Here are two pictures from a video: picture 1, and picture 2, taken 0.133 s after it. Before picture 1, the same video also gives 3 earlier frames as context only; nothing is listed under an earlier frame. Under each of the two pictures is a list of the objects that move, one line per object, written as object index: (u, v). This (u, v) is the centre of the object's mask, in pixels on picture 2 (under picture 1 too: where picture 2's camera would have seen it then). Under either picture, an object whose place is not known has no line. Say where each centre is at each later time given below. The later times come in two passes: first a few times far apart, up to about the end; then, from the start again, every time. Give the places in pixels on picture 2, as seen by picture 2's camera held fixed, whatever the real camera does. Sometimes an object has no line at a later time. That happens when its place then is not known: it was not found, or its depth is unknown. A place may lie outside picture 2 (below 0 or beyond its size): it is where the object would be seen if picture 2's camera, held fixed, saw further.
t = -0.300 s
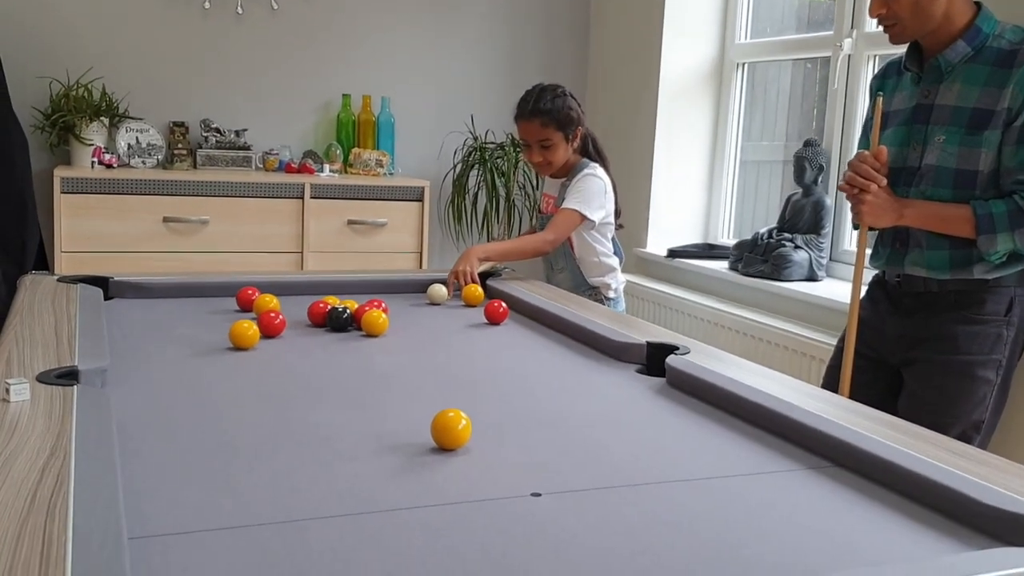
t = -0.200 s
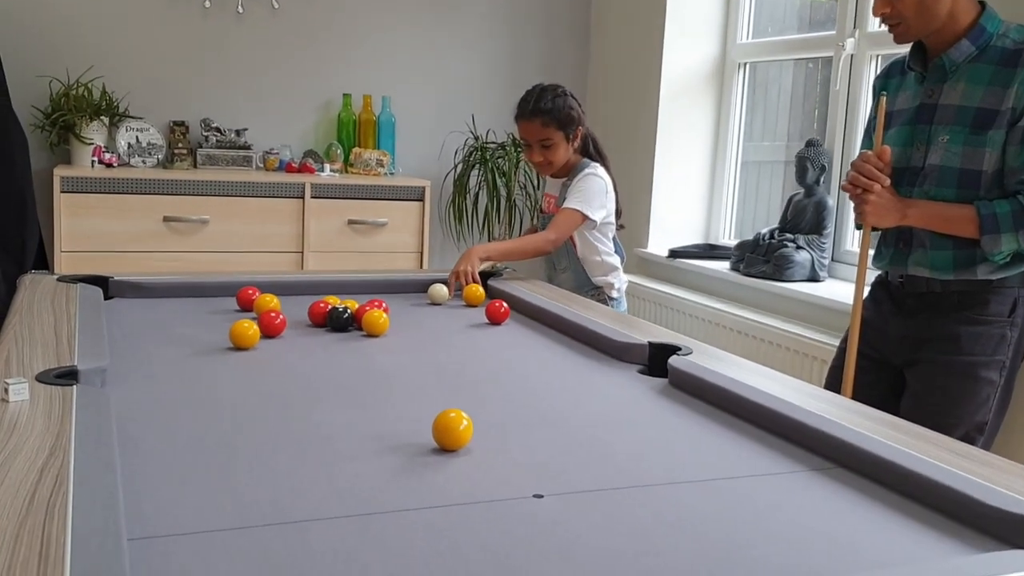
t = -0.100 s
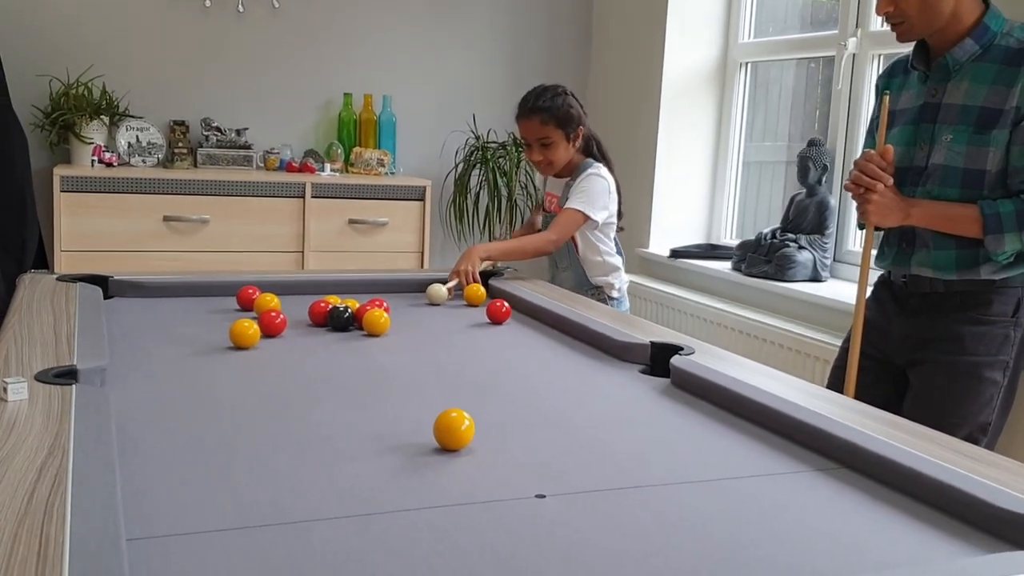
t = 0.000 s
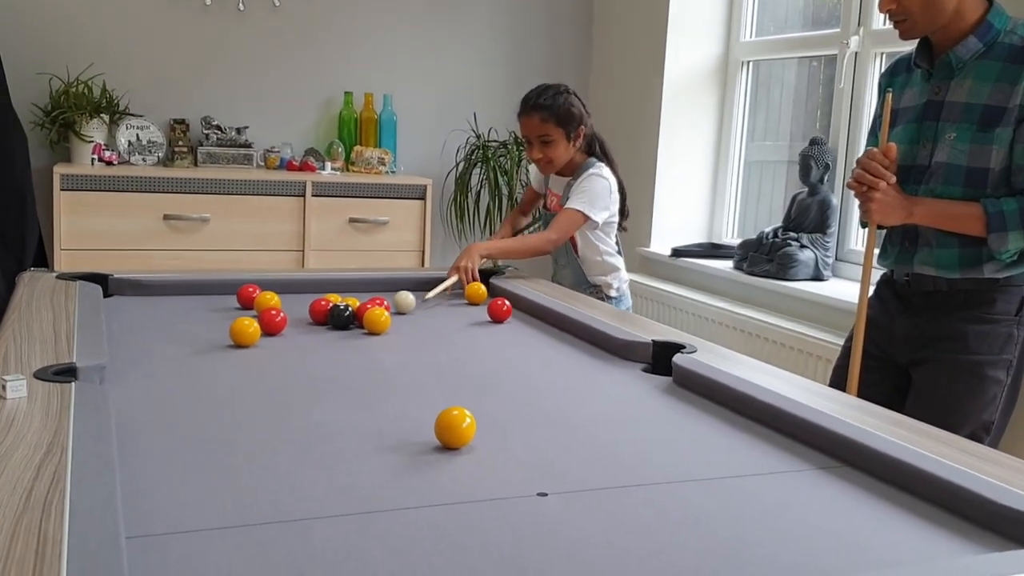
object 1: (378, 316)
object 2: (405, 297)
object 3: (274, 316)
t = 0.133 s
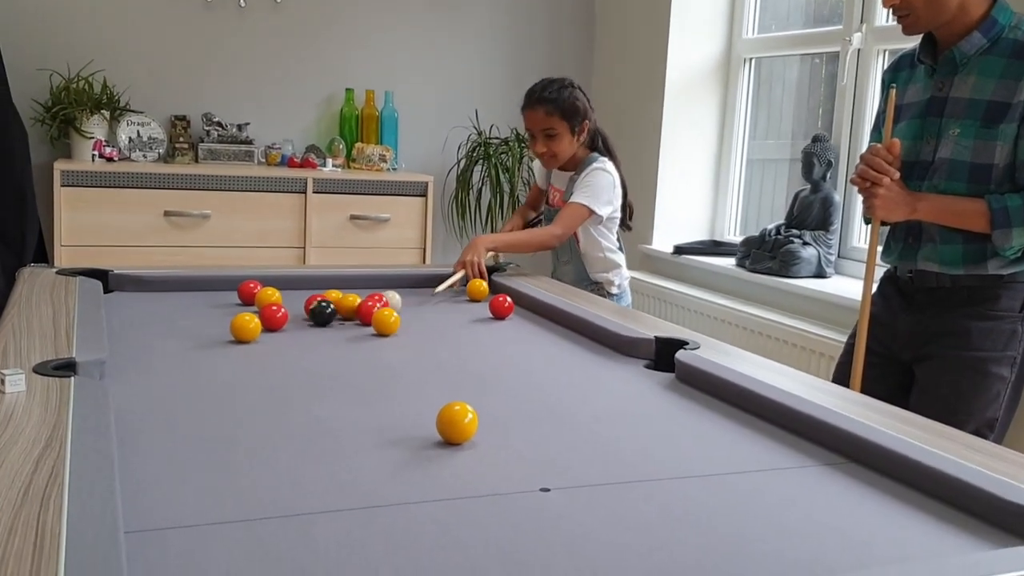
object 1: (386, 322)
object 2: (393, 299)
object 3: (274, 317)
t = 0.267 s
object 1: (397, 329)
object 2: (391, 301)
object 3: (272, 317)
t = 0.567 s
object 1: (425, 347)
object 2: (390, 300)
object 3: (231, 316)
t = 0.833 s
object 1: (451, 365)
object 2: (390, 300)
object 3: (210, 322)
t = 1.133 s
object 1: (482, 385)
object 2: (390, 300)
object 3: (186, 324)
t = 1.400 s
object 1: (511, 405)
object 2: (390, 300)
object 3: (167, 325)
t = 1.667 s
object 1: (542, 426)
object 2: (390, 300)
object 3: (152, 327)
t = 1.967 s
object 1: (579, 450)
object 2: (390, 300)
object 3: (140, 328)
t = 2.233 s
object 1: (612, 472)
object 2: (390, 299)
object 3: (133, 328)
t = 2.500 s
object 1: (646, 493)
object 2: (390, 300)
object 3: (131, 328)
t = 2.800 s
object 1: (683, 517)
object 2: (390, 300)
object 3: (131, 329)
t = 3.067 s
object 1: (713, 536)
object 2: (390, 300)
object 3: (131, 329)
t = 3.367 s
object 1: (743, 554)
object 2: (390, 300)
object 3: (131, 328)
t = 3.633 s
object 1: (763, 563)
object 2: (389, 300)
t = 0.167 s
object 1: (389, 324)
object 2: (392, 299)
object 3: (274, 317)
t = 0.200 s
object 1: (392, 325)
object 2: (392, 299)
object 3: (274, 316)
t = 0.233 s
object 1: (394, 327)
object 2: (391, 300)
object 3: (274, 316)
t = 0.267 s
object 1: (397, 329)
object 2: (391, 301)
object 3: (272, 317)
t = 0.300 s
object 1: (400, 332)
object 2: (391, 301)
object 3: (268, 316)
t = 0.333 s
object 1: (403, 333)
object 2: (391, 301)
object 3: (266, 316)
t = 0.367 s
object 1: (406, 335)
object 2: (390, 300)
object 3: (263, 315)
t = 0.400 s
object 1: (409, 337)
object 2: (390, 300)
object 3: (259, 313)
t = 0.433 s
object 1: (412, 339)
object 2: (390, 300)
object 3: (255, 312)
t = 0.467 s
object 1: (415, 341)
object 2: (390, 300)
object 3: (249, 311)
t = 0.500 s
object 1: (418, 343)
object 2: (390, 300)
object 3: (241, 311)
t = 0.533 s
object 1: (422, 345)
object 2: (390, 300)
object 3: (235, 313)
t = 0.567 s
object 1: (425, 347)
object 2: (390, 300)
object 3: (231, 316)
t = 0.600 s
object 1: (428, 349)
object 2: (390, 300)
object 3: (228, 317)
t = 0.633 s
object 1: (431, 352)
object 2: (390, 300)
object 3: (226, 318)
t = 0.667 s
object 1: (434, 354)
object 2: (390, 300)
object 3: (223, 319)
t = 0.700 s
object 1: (437, 356)
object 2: (390, 300)
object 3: (221, 320)
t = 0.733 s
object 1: (441, 358)
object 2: (390, 300)
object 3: (219, 321)
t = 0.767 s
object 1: (444, 360)
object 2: (390, 300)
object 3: (216, 321)
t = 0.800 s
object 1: (447, 362)
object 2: (390, 300)
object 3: (214, 322)
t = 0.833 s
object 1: (451, 365)
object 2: (390, 300)
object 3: (210, 322)
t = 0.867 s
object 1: (454, 367)
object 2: (390, 300)
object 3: (207, 322)
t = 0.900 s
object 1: (457, 369)
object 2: (390, 300)
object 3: (205, 322)
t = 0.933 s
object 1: (461, 372)
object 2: (390, 300)
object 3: (202, 323)
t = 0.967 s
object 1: (464, 374)
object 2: (390, 300)
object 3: (199, 323)
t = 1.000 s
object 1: (468, 376)
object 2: (390, 300)
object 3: (196, 323)
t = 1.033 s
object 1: (471, 379)
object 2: (390, 300)
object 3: (193, 323)
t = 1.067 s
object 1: (475, 381)
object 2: (390, 300)
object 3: (191, 324)
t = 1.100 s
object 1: (478, 383)
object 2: (390, 300)
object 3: (190, 324)
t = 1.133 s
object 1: (482, 385)
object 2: (390, 300)
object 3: (186, 324)
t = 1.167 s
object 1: (485, 388)
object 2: (390, 300)
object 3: (184, 324)
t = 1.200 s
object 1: (489, 391)
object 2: (390, 300)
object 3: (181, 324)
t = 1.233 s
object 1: (493, 393)
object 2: (390, 300)
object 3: (179, 325)
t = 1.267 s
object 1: (496, 395)
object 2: (390, 300)
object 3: (176, 325)
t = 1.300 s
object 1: (500, 398)
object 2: (390, 300)
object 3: (173, 325)
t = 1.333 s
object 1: (504, 400)
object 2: (390, 300)
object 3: (171, 325)
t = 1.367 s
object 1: (508, 403)
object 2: (390, 300)
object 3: (169, 325)
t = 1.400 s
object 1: (511, 405)
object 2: (390, 300)
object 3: (167, 325)
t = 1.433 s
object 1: (515, 408)
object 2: (390, 300)
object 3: (165, 326)
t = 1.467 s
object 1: (519, 410)
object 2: (390, 300)
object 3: (163, 326)
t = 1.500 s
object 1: (523, 413)
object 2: (390, 300)
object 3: (161, 326)
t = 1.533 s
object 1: (527, 416)
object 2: (390, 300)
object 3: (159, 326)
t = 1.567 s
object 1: (530, 418)
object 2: (390, 300)
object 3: (157, 326)
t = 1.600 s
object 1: (534, 421)
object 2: (390, 300)
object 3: (155, 326)
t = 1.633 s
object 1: (538, 423)
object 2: (390, 300)
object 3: (154, 327)
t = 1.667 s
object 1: (542, 426)
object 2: (390, 300)
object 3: (152, 327)
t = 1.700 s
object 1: (546, 428)
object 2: (390, 300)
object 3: (150, 327)
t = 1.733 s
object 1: (550, 431)
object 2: (390, 300)
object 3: (149, 327)
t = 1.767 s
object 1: (554, 434)
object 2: (390, 300)
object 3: (147, 327)
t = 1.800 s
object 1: (558, 437)
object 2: (390, 300)
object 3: (146, 327)
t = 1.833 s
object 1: (562, 439)
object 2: (390, 300)
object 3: (144, 328)
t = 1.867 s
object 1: (567, 442)
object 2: (390, 300)
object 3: (143, 327)
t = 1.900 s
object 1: (571, 445)
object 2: (390, 300)
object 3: (142, 327)
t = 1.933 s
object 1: (575, 447)
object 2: (390, 300)
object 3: (141, 328)
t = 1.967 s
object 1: (579, 450)
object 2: (390, 300)
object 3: (140, 328)
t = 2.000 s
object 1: (583, 453)
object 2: (390, 300)
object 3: (139, 328)
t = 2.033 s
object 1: (587, 455)
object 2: (390, 300)
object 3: (137, 328)
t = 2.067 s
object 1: (591, 458)
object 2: (390, 300)
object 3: (137, 328)
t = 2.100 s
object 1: (595, 461)
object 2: (390, 300)
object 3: (136, 328)
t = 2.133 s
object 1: (600, 464)
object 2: (390, 300)
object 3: (135, 328)
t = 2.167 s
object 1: (604, 466)
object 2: (390, 300)
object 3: (135, 328)
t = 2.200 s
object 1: (608, 469)
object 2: (390, 300)
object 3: (134, 328)
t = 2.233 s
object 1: (612, 472)
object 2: (390, 299)
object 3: (133, 328)
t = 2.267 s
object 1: (616, 475)
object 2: (390, 300)
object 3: (133, 328)
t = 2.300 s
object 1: (621, 477)
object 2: (390, 300)
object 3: (132, 329)
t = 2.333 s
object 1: (625, 480)
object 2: (390, 300)
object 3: (132, 328)
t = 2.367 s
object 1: (629, 483)
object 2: (390, 300)
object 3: (132, 329)
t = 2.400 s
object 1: (633, 485)
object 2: (390, 300)
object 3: (131, 328)
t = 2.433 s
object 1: (637, 488)
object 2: (390, 300)
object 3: (131, 329)
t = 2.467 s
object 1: (641, 491)
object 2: (390, 300)
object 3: (131, 329)
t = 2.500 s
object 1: (646, 493)
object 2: (390, 300)
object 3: (131, 328)
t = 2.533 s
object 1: (650, 496)
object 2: (390, 300)
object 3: (131, 329)
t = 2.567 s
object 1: (654, 499)
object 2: (390, 300)
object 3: (131, 329)
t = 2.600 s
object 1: (658, 501)
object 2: (390, 300)
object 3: (131, 328)
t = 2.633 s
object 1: (663, 504)
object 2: (390, 300)
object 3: (131, 329)
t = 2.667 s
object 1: (667, 507)
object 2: (390, 300)
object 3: (131, 329)
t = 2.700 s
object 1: (671, 509)
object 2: (390, 300)
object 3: (131, 329)
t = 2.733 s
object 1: (675, 512)
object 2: (390, 300)
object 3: (131, 329)
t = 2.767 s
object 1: (679, 515)
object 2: (390, 300)
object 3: (131, 329)
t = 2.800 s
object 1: (683, 517)
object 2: (390, 300)
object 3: (131, 329)
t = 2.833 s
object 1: (687, 519)
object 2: (390, 300)
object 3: (131, 329)
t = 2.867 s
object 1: (691, 522)
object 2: (390, 300)
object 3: (131, 328)
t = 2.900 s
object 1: (695, 524)
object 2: (390, 300)
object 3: (131, 329)
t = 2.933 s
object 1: (698, 527)
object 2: (390, 300)
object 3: (131, 329)
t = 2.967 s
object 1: (702, 529)
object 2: (390, 300)
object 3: (131, 329)
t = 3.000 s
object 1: (706, 531)
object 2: (390, 300)
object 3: (131, 328)
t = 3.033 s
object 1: (710, 533)
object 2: (390, 300)
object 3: (131, 329)
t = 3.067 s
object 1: (713, 536)
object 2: (390, 300)
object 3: (131, 329)
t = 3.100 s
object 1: (717, 538)
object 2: (390, 300)
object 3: (131, 328)
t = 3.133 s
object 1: (720, 540)
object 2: (390, 300)
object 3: (131, 329)
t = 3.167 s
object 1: (724, 542)
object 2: (390, 300)
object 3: (131, 329)
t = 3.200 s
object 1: (727, 544)
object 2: (390, 300)
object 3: (131, 329)
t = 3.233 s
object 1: (730, 546)
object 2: (390, 300)
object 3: (131, 328)
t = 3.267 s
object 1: (733, 548)
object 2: (390, 300)
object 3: (131, 329)
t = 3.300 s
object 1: (737, 550)
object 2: (390, 300)
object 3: (131, 329)
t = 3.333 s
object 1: (740, 552)
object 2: (390, 300)
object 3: (131, 329)
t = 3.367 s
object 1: (743, 554)
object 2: (390, 300)
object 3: (131, 328)
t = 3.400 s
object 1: (746, 555)
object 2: (390, 300)
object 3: (131, 329)
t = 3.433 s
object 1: (748, 557)
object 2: (390, 300)
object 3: (131, 328)
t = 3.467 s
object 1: (751, 558)
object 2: (390, 300)
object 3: (131, 329)
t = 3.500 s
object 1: (754, 559)
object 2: (390, 300)
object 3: (131, 328)
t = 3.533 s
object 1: (756, 560)
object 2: (390, 300)
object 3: (131, 329)
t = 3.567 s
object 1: (759, 561)
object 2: (390, 300)
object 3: (131, 328)
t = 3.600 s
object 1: (761, 562)
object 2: (390, 300)
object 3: (131, 329)
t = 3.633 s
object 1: (763, 563)
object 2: (389, 300)
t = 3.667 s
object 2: (390, 300)
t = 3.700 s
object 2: (389, 300)
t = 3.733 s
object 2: (389, 300)
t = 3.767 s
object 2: (389, 300)
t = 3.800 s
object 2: (389, 300)
